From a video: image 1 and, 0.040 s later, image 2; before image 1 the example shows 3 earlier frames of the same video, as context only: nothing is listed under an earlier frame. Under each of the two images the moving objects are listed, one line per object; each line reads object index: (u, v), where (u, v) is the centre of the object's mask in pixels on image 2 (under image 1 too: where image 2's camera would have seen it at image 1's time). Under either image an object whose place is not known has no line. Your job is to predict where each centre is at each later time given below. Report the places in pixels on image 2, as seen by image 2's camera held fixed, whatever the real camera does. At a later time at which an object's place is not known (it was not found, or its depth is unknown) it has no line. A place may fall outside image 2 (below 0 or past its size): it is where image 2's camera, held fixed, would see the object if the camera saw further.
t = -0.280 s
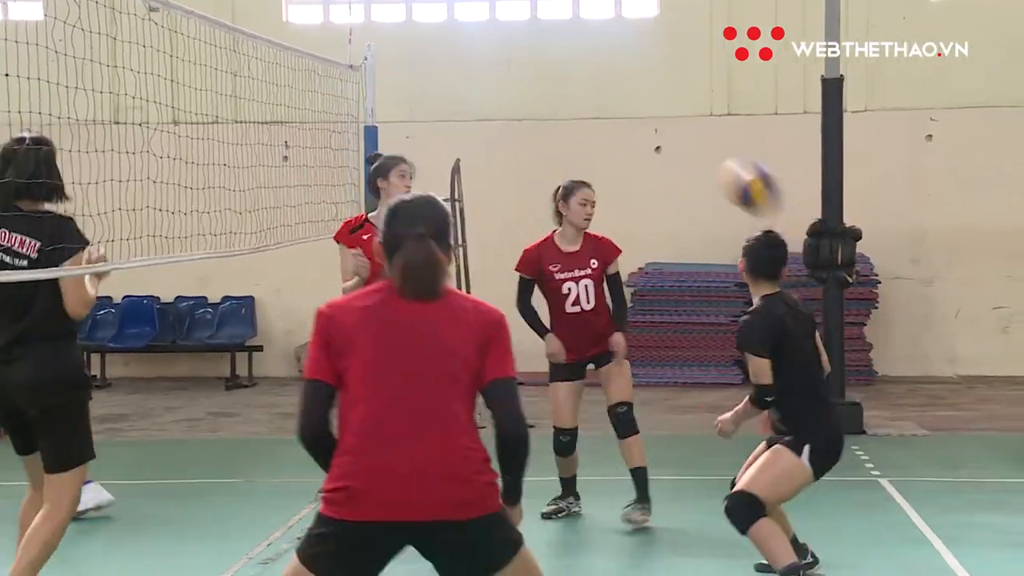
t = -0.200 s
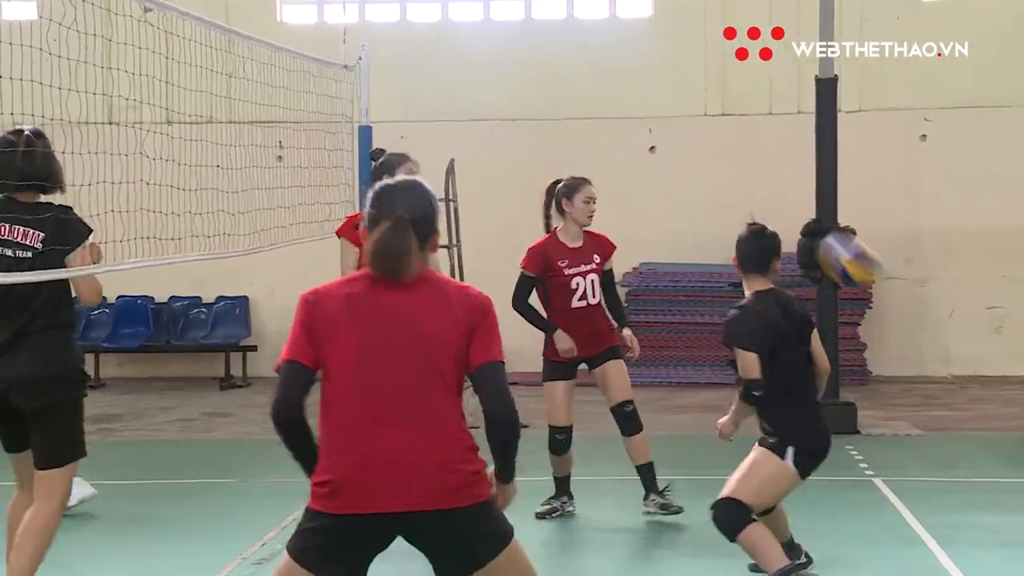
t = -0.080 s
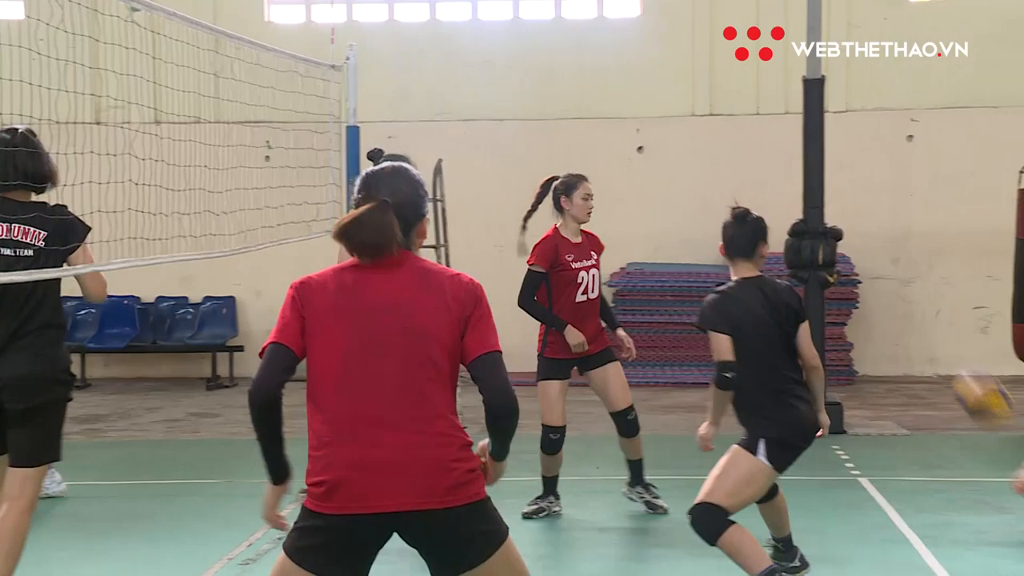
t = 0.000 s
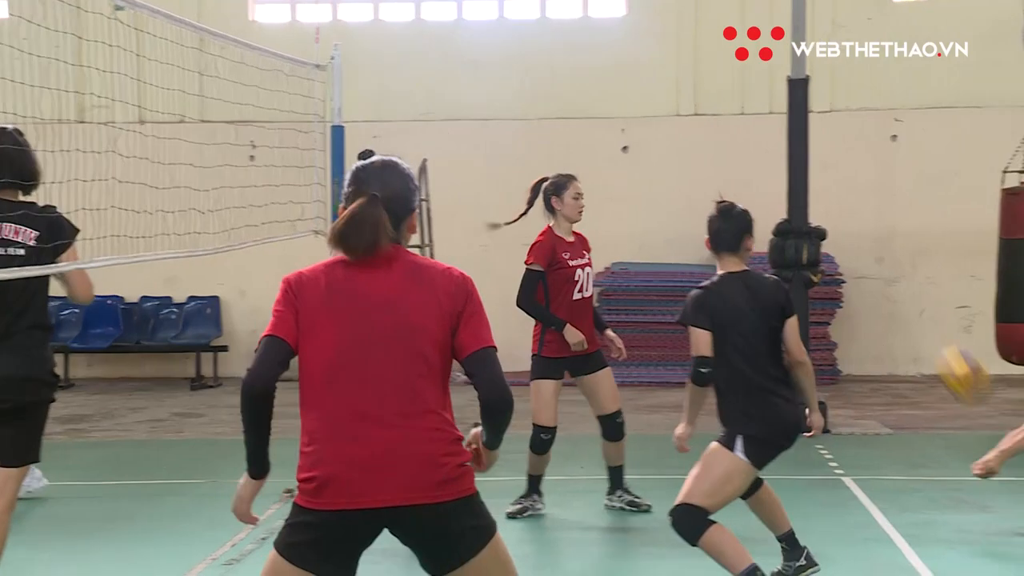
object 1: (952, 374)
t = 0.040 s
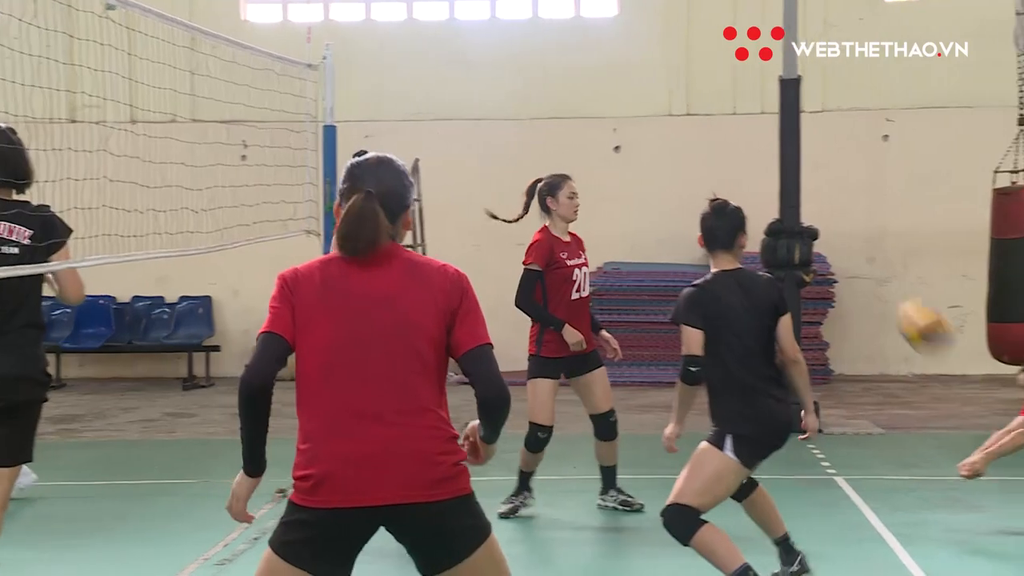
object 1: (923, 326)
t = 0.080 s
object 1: (895, 284)
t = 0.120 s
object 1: (862, 243)
